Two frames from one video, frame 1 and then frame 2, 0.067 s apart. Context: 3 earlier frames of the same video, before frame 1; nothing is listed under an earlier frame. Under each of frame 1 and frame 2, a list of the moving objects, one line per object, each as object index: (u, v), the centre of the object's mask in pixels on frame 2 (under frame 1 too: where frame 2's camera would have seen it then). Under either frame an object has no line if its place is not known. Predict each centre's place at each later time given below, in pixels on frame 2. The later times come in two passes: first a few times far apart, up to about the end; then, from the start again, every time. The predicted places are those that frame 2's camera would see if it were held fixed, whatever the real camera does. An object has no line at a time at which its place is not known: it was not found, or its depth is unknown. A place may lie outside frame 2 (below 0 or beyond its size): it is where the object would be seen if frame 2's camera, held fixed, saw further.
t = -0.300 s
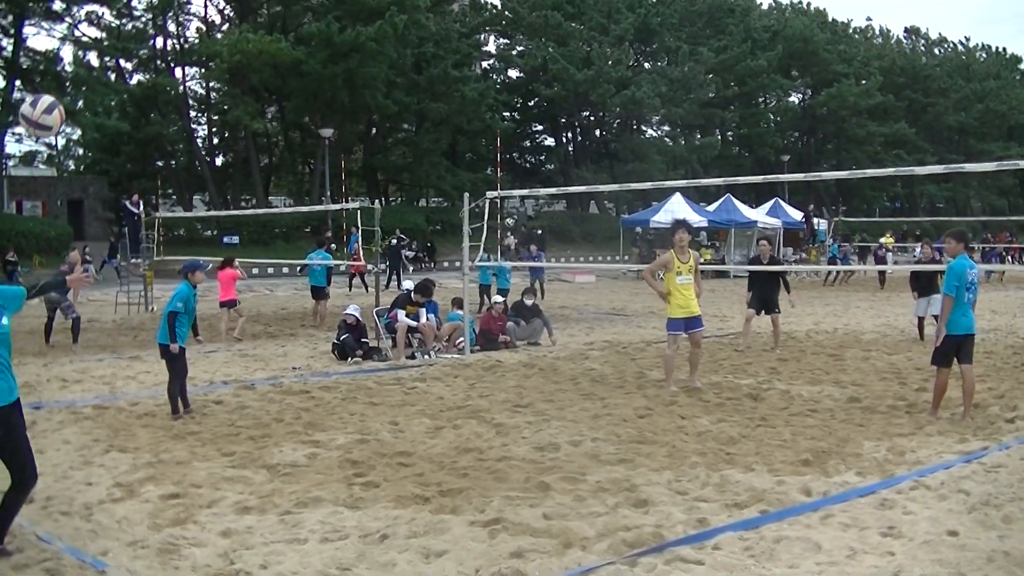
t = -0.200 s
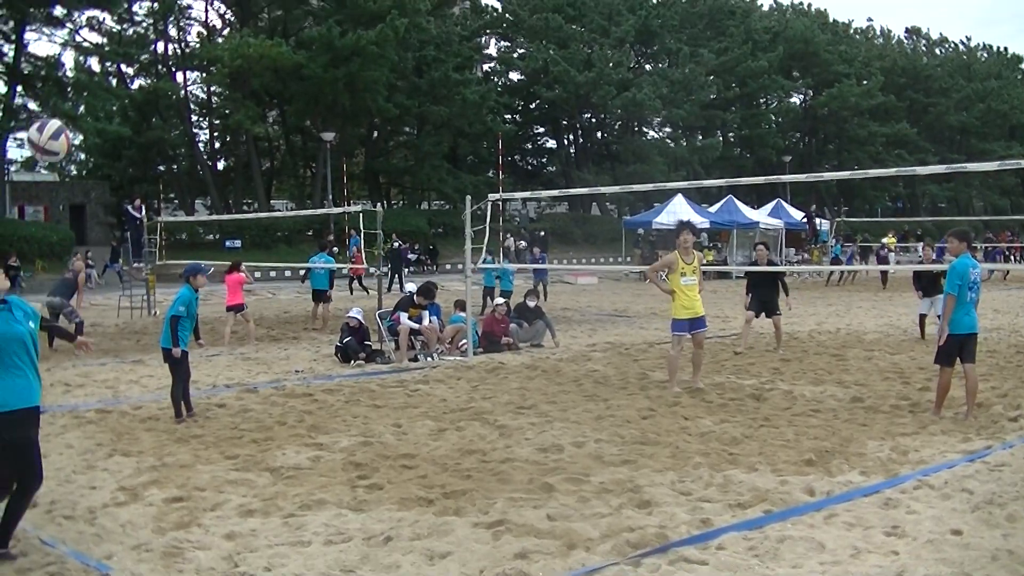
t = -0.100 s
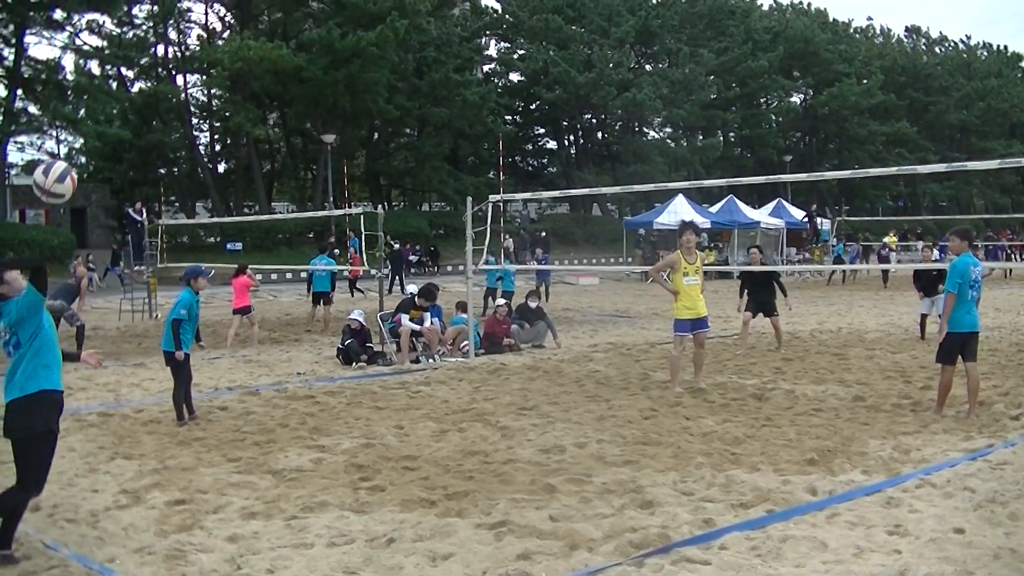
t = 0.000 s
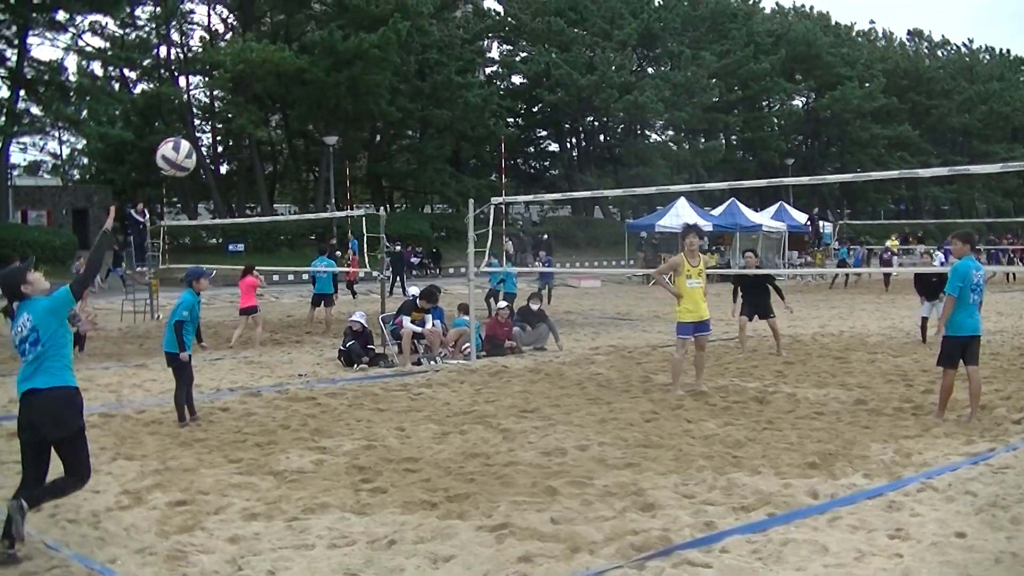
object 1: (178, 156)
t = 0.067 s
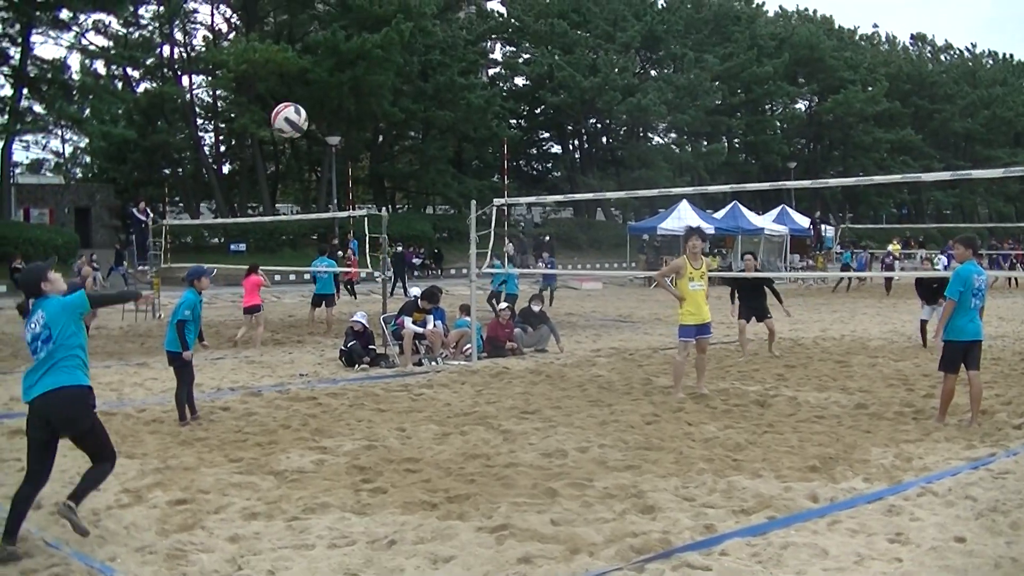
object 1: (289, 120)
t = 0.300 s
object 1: (556, 82)
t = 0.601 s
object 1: (743, 138)
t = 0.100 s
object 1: (338, 107)
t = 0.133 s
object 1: (382, 97)
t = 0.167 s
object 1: (423, 90)
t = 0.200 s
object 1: (460, 85)
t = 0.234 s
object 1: (495, 81)
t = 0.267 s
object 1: (527, 81)
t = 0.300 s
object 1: (556, 82)
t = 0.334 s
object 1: (583, 83)
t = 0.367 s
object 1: (609, 87)
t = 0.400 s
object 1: (632, 91)
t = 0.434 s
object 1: (653, 98)
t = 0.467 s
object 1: (674, 104)
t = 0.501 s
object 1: (692, 111)
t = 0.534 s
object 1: (711, 120)
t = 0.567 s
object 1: (727, 129)
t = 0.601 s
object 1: (743, 138)
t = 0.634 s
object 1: (757, 148)
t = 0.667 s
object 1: (771, 158)
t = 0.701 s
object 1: (784, 169)
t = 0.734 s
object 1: (796, 176)
